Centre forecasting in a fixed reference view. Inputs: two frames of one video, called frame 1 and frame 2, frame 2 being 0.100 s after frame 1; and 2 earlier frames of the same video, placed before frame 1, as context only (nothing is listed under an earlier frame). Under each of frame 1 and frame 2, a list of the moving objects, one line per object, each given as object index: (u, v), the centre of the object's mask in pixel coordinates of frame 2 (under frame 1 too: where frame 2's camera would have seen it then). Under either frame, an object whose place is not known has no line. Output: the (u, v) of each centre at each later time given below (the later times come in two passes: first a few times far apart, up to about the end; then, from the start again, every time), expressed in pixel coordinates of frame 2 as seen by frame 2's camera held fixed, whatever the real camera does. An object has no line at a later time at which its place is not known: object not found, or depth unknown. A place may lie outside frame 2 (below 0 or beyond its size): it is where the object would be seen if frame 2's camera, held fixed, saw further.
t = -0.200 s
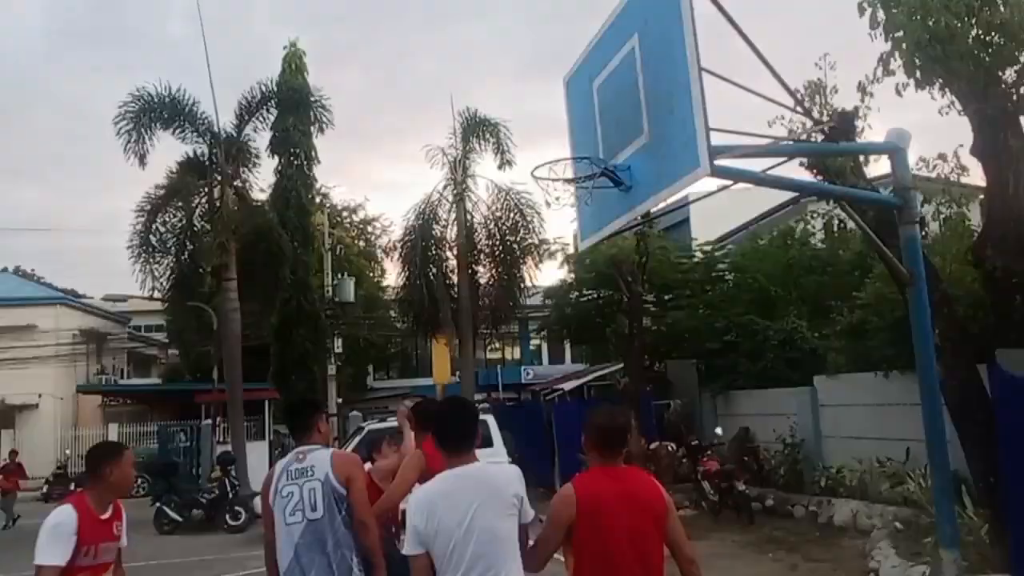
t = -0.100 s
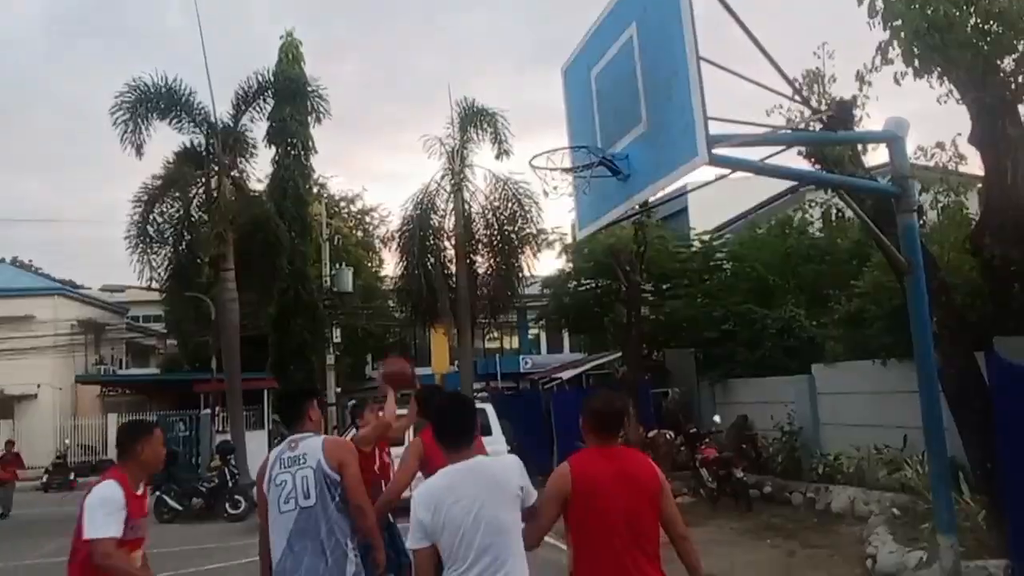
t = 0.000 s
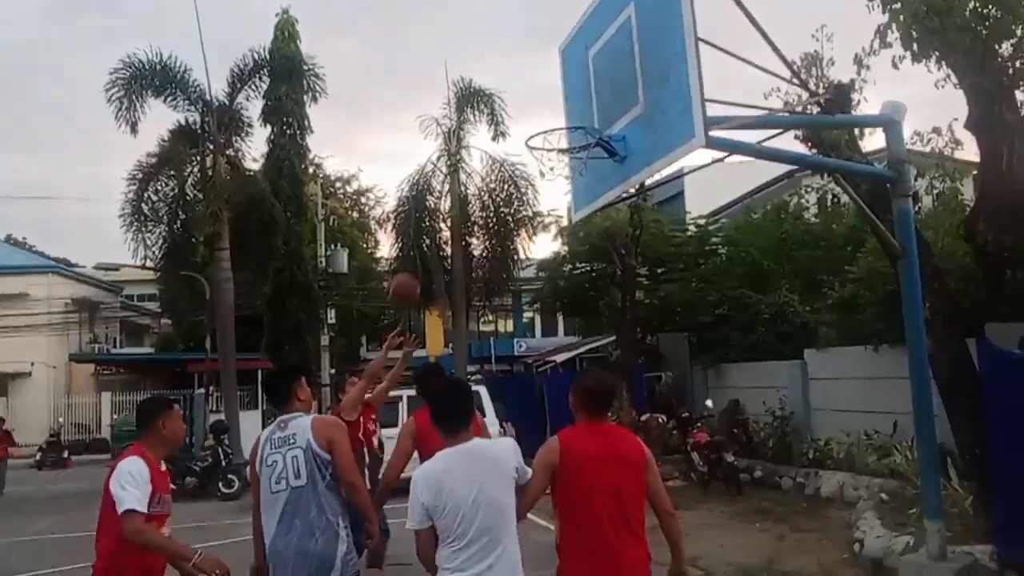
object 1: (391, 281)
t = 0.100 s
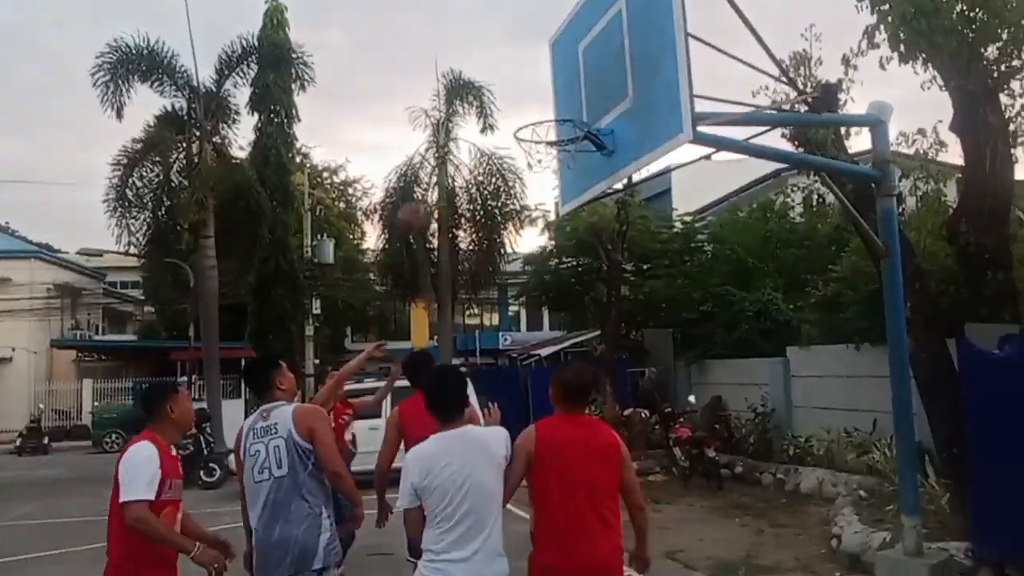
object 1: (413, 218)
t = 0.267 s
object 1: (462, 139)
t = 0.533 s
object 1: (552, 80)
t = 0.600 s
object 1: (579, 83)
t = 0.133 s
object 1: (422, 200)
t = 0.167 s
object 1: (430, 184)
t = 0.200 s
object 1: (442, 167)
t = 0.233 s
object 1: (452, 153)
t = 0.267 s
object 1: (462, 139)
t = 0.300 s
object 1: (472, 125)
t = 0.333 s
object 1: (482, 112)
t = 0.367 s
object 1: (493, 103)
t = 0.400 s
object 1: (504, 95)
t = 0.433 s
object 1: (516, 88)
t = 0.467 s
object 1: (527, 83)
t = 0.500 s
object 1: (539, 80)
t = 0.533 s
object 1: (552, 80)
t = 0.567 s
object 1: (565, 80)
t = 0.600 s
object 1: (579, 83)
